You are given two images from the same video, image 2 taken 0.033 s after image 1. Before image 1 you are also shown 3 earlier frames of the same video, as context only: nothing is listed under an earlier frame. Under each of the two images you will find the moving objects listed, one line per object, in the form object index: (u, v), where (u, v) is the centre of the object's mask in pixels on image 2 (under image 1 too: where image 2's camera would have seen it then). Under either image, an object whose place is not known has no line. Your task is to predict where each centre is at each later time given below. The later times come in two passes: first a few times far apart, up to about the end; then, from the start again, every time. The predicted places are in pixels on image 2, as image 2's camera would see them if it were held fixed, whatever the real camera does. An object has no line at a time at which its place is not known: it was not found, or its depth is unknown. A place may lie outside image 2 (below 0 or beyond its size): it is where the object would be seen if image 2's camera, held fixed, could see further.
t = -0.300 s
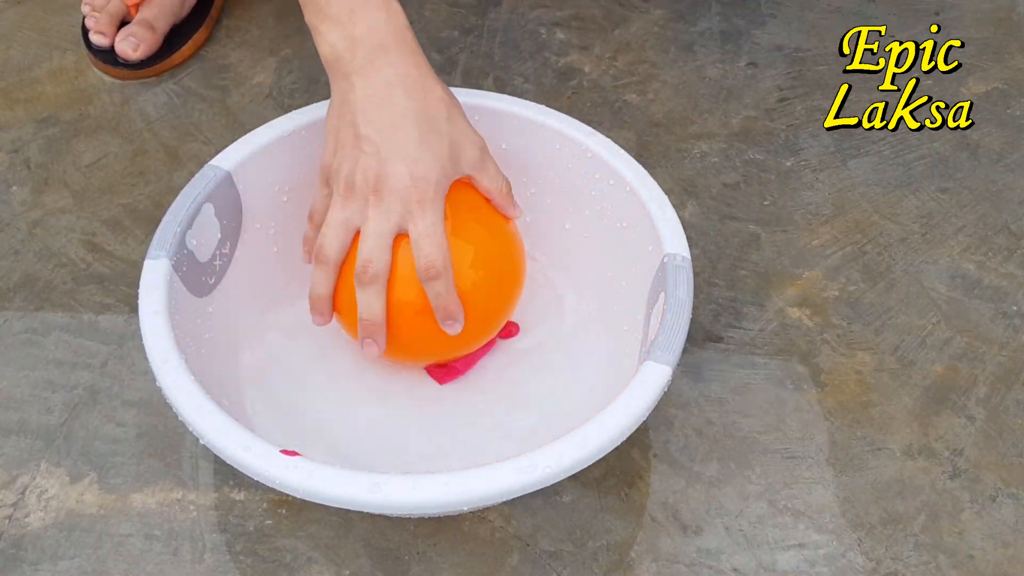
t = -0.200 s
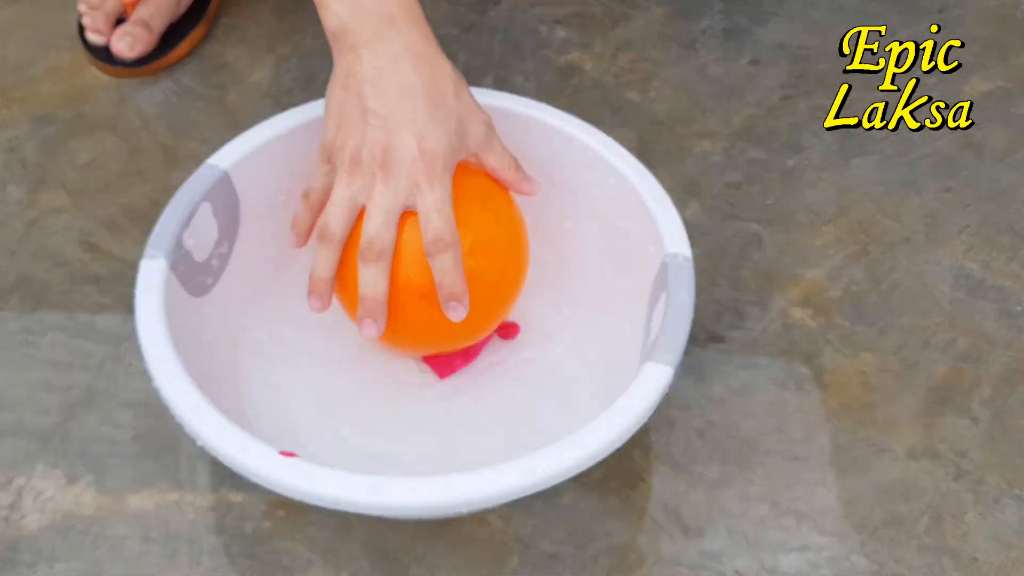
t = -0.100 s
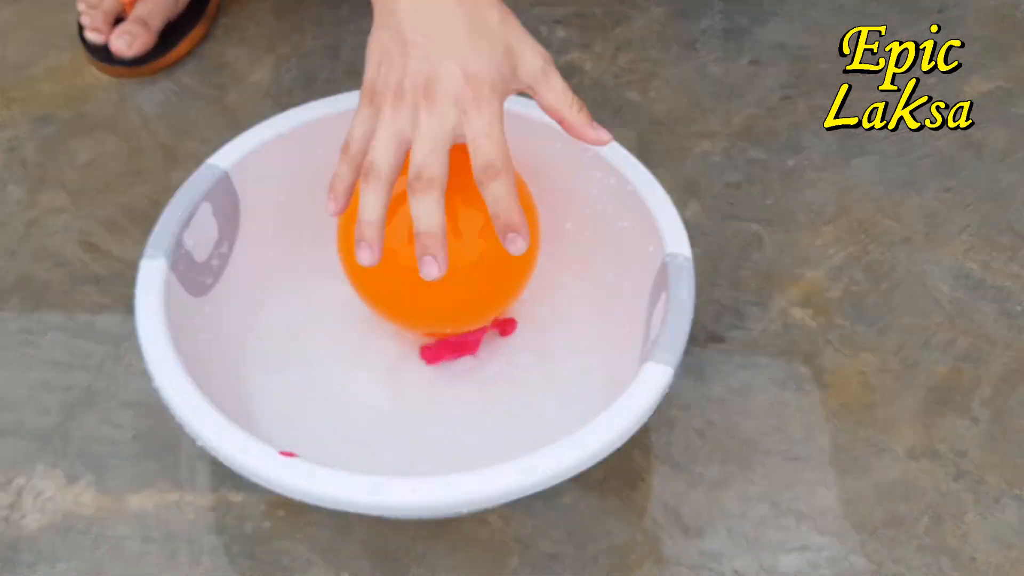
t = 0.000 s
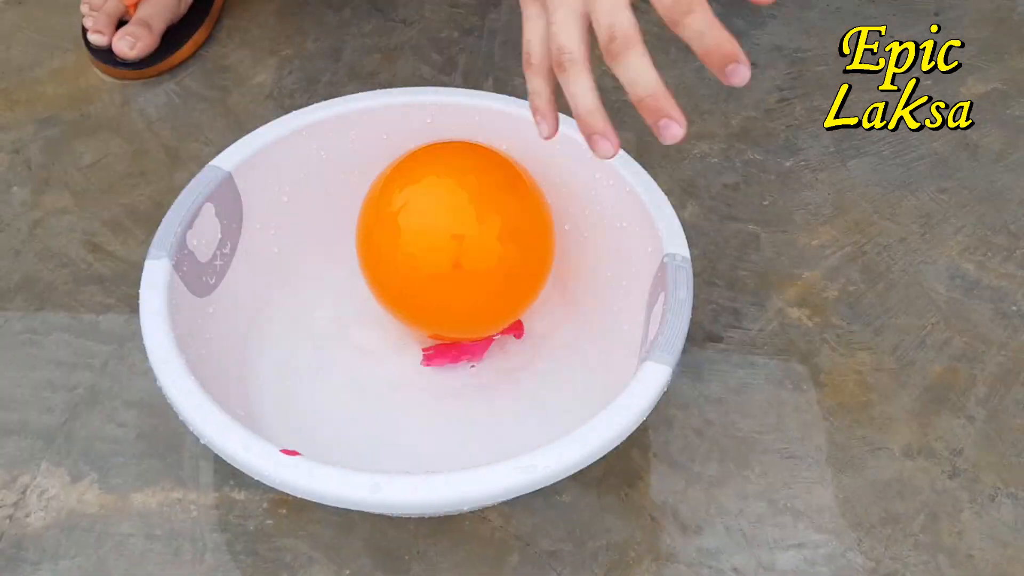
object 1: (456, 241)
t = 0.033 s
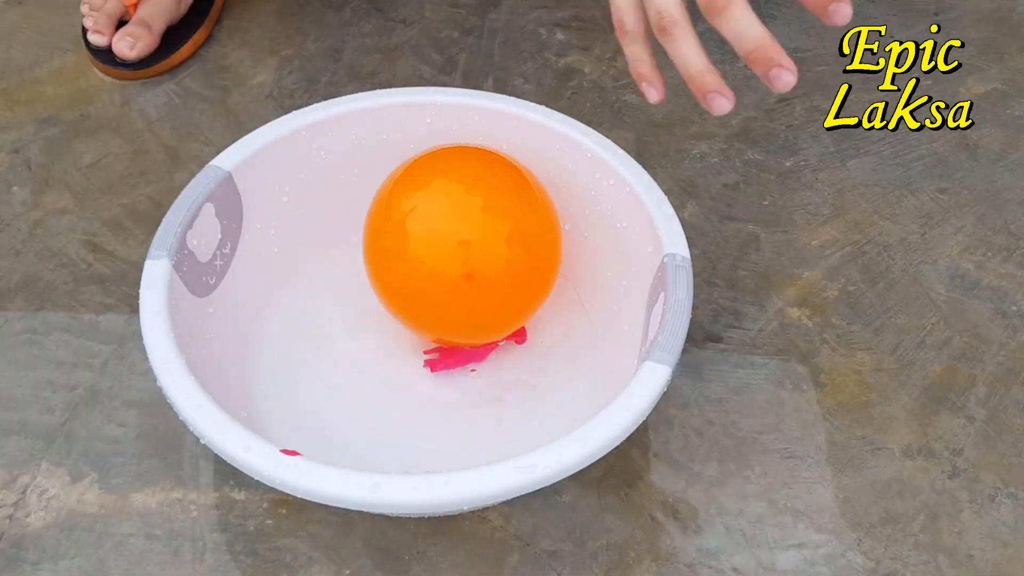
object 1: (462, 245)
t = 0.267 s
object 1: (463, 251)
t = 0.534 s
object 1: (450, 242)
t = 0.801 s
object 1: (431, 246)
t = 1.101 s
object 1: (422, 247)
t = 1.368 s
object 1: (410, 252)
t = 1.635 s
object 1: (389, 260)
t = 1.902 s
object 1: (372, 263)
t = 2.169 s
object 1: (366, 260)
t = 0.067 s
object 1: (468, 247)
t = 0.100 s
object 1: (471, 246)
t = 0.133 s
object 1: (470, 246)
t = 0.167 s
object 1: (468, 248)
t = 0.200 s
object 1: (465, 250)
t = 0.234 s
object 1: (463, 251)
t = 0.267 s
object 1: (463, 251)
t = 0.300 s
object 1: (464, 249)
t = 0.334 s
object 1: (466, 249)
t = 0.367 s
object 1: (467, 248)
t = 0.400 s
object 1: (466, 248)
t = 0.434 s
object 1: (463, 246)
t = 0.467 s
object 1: (460, 245)
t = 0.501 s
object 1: (455, 244)
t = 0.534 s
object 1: (450, 242)
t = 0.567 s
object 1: (446, 242)
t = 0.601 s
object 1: (443, 242)
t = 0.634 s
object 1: (441, 242)
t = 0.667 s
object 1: (440, 243)
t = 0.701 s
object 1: (439, 244)
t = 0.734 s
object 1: (437, 246)
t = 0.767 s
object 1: (434, 247)
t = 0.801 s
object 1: (431, 246)
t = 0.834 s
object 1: (428, 246)
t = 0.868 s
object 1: (426, 246)
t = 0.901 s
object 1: (425, 247)
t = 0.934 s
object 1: (424, 248)
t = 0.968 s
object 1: (423, 249)
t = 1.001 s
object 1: (422, 251)
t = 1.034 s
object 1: (422, 251)
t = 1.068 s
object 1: (423, 249)
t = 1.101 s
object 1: (422, 247)
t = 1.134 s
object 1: (421, 245)
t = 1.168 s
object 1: (418, 244)
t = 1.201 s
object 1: (416, 244)
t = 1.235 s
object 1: (414, 246)
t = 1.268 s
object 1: (412, 248)
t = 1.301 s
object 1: (411, 250)
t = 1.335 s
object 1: (411, 252)
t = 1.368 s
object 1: (410, 252)
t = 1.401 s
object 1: (408, 252)
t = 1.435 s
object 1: (404, 252)
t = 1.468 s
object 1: (401, 253)
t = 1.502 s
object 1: (397, 254)
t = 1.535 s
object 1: (394, 255)
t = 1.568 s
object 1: (392, 258)
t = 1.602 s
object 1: (390, 259)
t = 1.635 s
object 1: (389, 260)
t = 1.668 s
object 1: (387, 261)
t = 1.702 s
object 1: (386, 261)
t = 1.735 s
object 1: (383, 260)
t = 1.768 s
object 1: (380, 260)
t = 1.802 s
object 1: (377, 260)
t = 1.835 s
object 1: (375, 261)
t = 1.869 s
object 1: (373, 262)
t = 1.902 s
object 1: (372, 263)
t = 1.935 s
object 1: (372, 264)
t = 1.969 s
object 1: (372, 264)
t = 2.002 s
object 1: (371, 263)
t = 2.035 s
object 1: (370, 262)
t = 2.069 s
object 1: (369, 262)
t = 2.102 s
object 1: (368, 261)
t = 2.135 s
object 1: (366, 260)
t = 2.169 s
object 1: (366, 260)
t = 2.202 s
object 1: (366, 261)
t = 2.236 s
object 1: (366, 261)
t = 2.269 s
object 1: (366, 261)
